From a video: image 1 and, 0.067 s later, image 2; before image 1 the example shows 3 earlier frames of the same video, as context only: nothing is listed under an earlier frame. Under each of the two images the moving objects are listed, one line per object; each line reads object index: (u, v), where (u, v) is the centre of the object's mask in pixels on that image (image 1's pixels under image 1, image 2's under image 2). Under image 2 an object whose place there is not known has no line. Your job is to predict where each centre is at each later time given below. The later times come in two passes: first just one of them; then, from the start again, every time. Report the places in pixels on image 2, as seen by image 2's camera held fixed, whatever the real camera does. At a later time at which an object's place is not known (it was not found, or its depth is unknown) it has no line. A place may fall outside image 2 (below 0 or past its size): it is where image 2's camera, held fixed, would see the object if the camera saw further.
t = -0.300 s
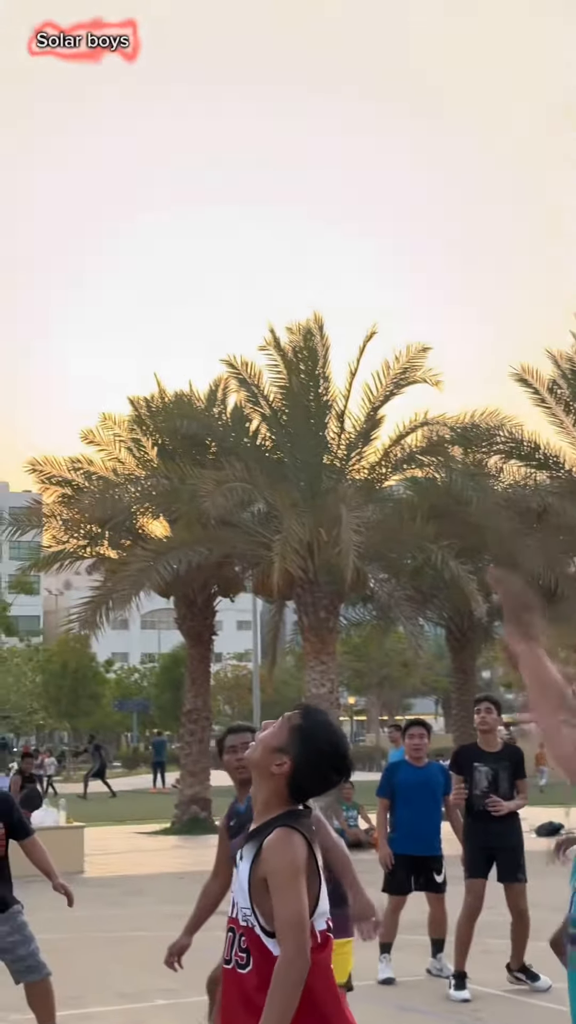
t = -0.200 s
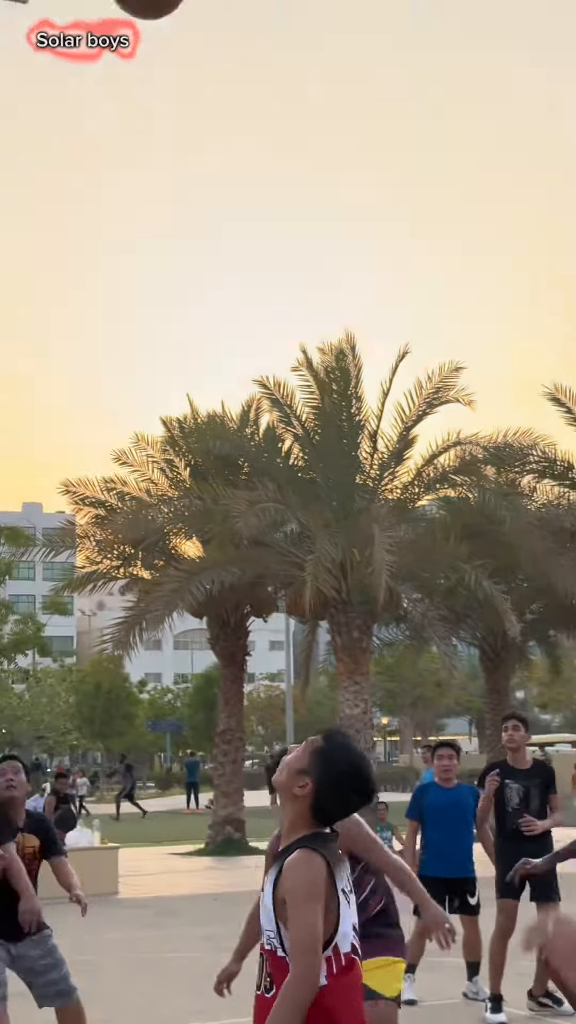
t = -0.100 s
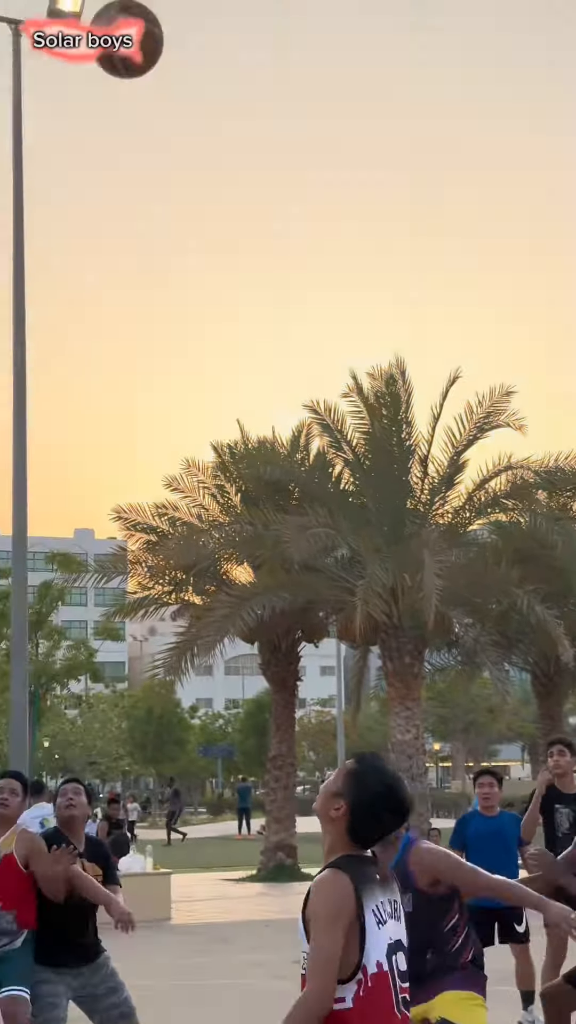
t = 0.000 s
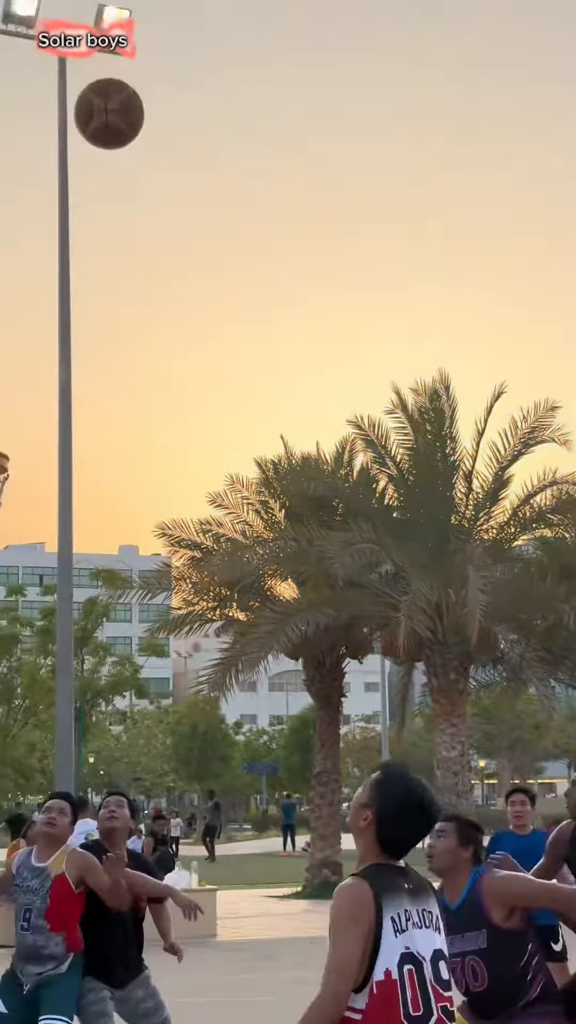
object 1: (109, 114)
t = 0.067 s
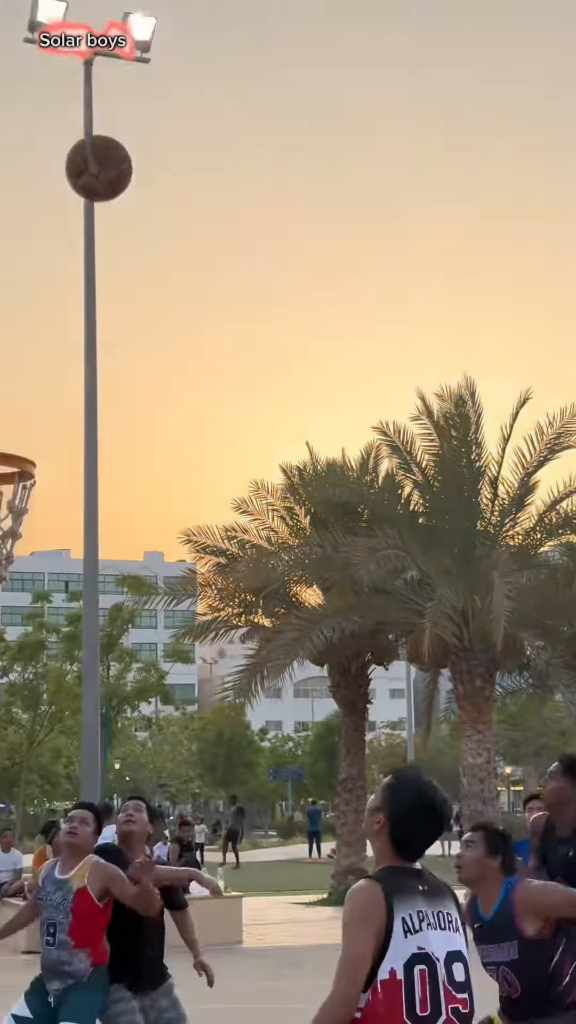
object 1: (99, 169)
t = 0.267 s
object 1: (9, 347)
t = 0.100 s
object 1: (82, 195)
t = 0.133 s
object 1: (66, 222)
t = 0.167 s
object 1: (51, 251)
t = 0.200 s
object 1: (36, 282)
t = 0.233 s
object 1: (22, 314)
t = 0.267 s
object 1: (9, 347)
